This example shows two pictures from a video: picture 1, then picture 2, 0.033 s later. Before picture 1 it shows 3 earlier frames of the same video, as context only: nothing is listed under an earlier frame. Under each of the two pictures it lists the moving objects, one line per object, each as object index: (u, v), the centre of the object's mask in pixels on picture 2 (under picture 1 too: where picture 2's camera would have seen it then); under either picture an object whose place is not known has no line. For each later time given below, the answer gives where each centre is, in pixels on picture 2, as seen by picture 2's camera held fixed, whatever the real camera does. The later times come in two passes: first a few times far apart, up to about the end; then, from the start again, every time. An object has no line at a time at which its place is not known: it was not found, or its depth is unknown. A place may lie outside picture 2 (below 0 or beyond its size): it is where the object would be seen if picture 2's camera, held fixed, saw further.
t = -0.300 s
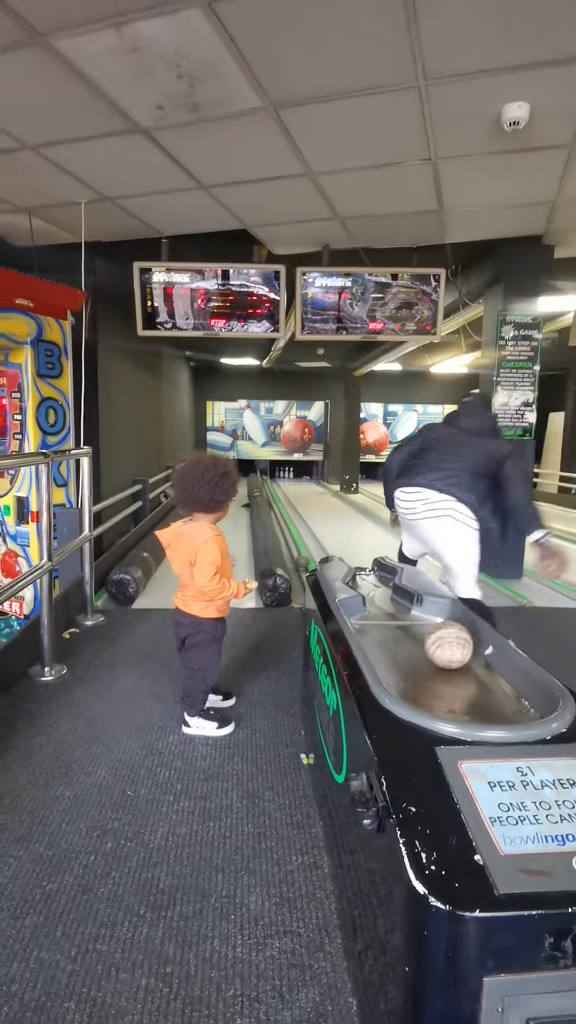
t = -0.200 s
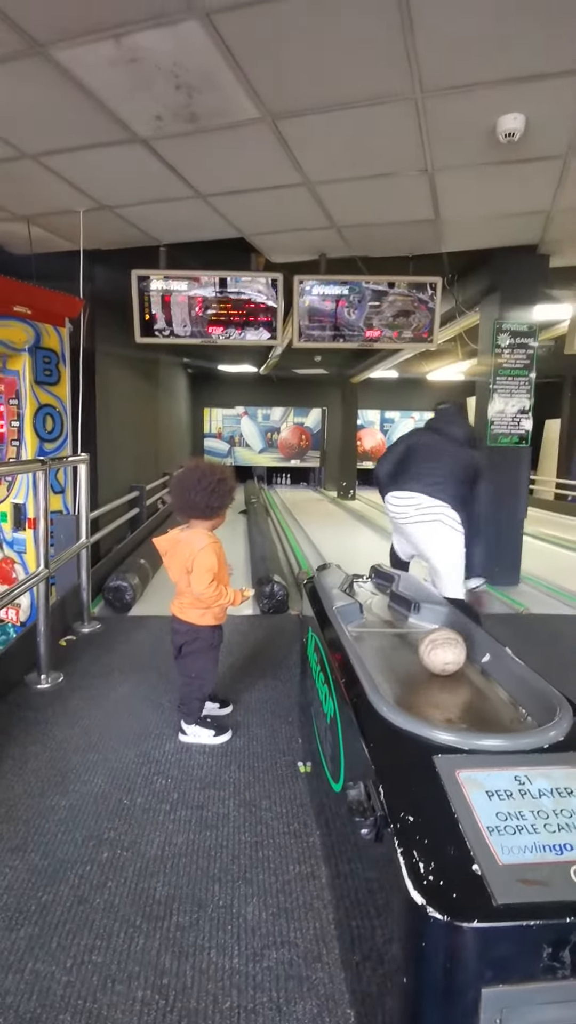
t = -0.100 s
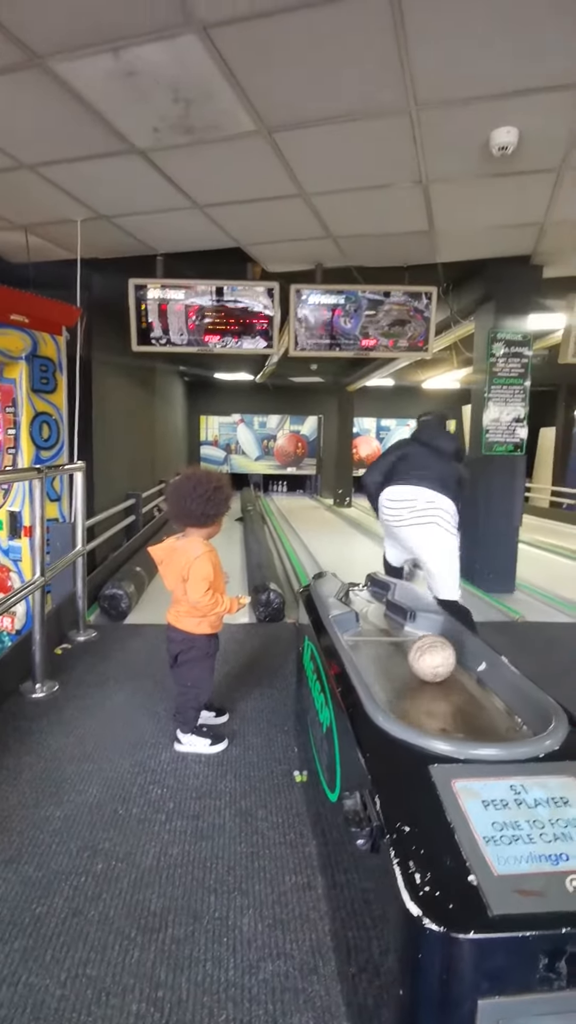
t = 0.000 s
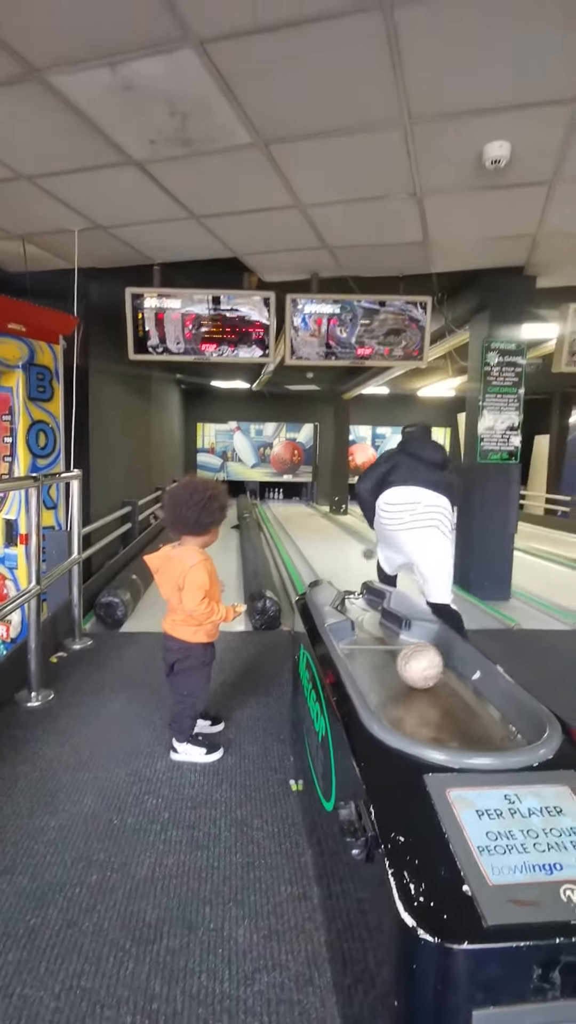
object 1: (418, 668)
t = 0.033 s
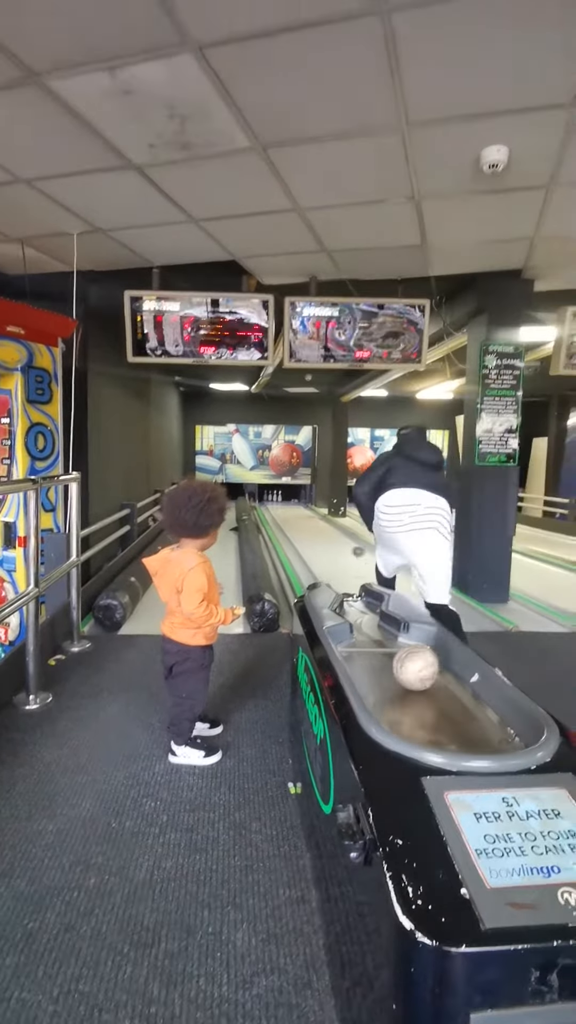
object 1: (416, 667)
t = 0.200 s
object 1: (405, 665)
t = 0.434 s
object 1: (392, 661)
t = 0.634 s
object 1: (382, 659)
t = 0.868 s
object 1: (386, 659)
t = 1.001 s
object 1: (393, 660)
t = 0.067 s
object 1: (414, 666)
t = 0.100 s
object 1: (412, 665)
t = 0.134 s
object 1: (410, 665)
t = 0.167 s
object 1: (407, 664)
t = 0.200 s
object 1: (405, 665)
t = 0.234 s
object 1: (403, 664)
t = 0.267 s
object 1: (402, 664)
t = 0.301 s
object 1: (399, 663)
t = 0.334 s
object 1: (397, 662)
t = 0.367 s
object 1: (395, 662)
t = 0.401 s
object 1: (394, 661)
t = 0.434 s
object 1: (392, 661)
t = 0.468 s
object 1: (390, 661)
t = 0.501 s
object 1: (388, 661)
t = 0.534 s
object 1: (386, 660)
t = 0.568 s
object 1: (385, 660)
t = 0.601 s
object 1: (384, 659)
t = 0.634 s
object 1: (382, 659)
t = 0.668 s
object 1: (382, 659)
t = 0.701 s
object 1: (382, 659)
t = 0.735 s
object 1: (382, 658)
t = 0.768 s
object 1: (382, 658)
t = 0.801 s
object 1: (384, 658)
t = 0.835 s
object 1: (385, 658)
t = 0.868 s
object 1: (386, 659)
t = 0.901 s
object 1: (388, 659)
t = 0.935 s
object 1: (390, 660)
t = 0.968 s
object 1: (391, 660)
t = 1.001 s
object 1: (393, 660)
